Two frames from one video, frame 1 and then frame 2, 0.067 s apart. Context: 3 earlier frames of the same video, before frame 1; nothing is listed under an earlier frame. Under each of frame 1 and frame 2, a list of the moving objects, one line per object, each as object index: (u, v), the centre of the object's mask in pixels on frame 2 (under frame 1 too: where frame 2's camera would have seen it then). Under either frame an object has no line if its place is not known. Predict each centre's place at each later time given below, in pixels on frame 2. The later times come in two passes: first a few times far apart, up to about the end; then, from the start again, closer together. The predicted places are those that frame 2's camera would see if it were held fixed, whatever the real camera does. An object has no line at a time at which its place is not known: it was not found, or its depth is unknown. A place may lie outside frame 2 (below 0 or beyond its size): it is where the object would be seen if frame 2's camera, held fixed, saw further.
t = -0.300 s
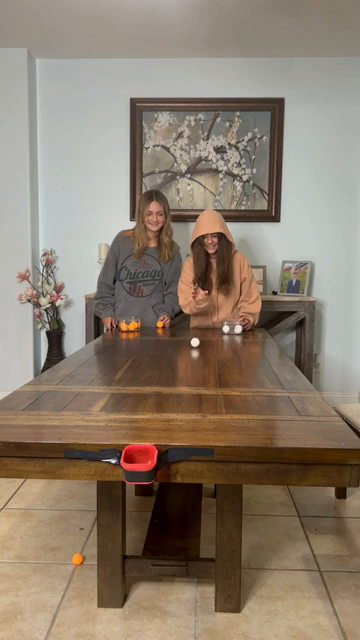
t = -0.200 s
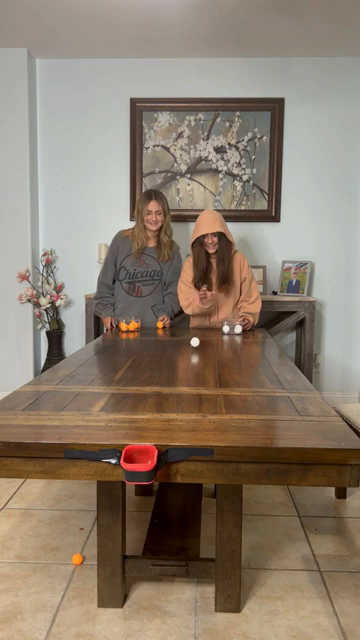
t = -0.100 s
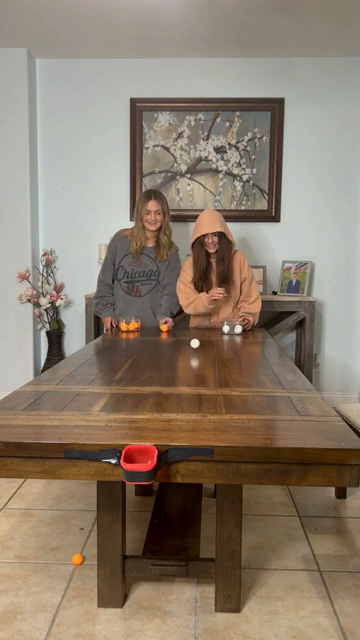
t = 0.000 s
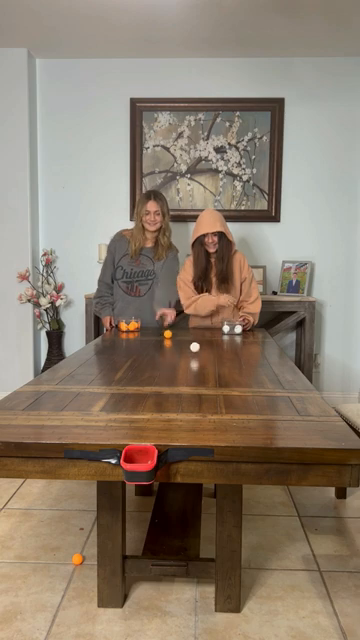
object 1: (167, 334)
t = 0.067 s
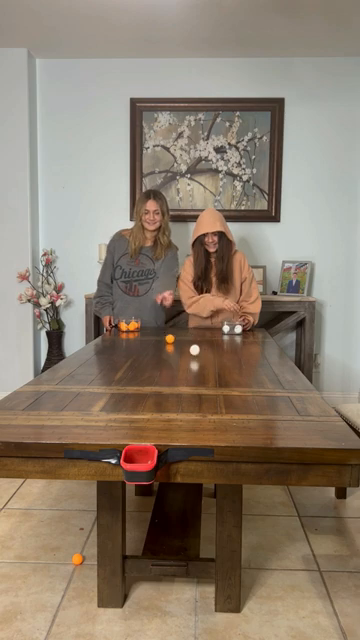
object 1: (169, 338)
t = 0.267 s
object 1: (177, 352)
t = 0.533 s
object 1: (183, 372)
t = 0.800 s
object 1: (186, 398)
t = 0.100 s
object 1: (171, 341)
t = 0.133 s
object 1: (172, 343)
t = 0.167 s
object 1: (173, 345)
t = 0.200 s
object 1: (174, 348)
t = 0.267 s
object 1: (177, 352)
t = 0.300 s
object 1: (178, 355)
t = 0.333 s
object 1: (180, 357)
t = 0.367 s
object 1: (181, 359)
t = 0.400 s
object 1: (183, 362)
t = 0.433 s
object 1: (183, 365)
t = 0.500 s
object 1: (183, 369)
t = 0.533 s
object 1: (183, 372)
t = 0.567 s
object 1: (183, 375)
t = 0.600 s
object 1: (183, 377)
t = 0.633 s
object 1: (184, 380)
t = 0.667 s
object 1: (184, 384)
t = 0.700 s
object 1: (184, 387)
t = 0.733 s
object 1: (185, 391)
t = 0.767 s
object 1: (185, 394)
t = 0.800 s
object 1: (186, 398)
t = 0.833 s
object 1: (186, 402)
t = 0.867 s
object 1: (187, 405)
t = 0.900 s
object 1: (187, 410)
